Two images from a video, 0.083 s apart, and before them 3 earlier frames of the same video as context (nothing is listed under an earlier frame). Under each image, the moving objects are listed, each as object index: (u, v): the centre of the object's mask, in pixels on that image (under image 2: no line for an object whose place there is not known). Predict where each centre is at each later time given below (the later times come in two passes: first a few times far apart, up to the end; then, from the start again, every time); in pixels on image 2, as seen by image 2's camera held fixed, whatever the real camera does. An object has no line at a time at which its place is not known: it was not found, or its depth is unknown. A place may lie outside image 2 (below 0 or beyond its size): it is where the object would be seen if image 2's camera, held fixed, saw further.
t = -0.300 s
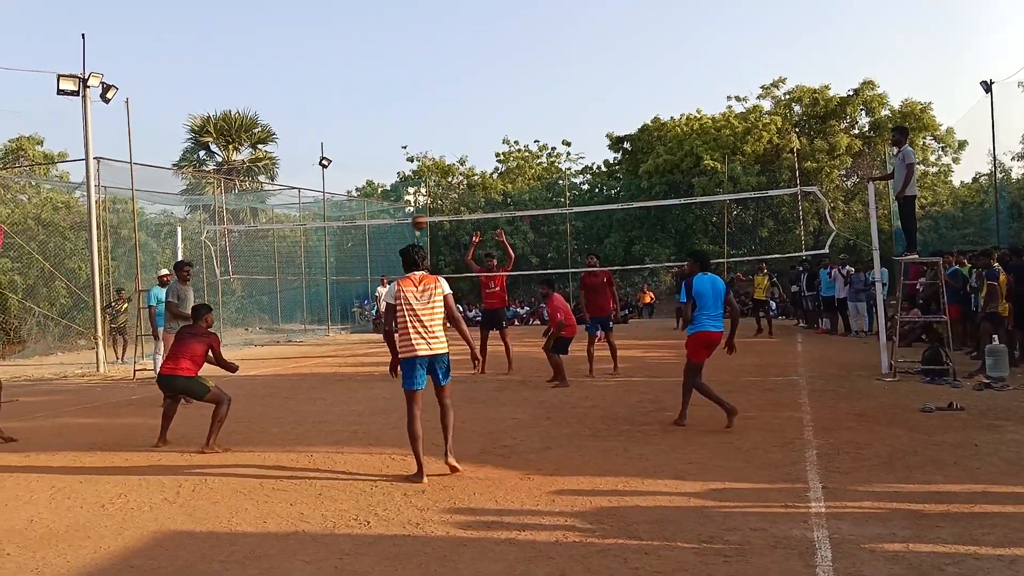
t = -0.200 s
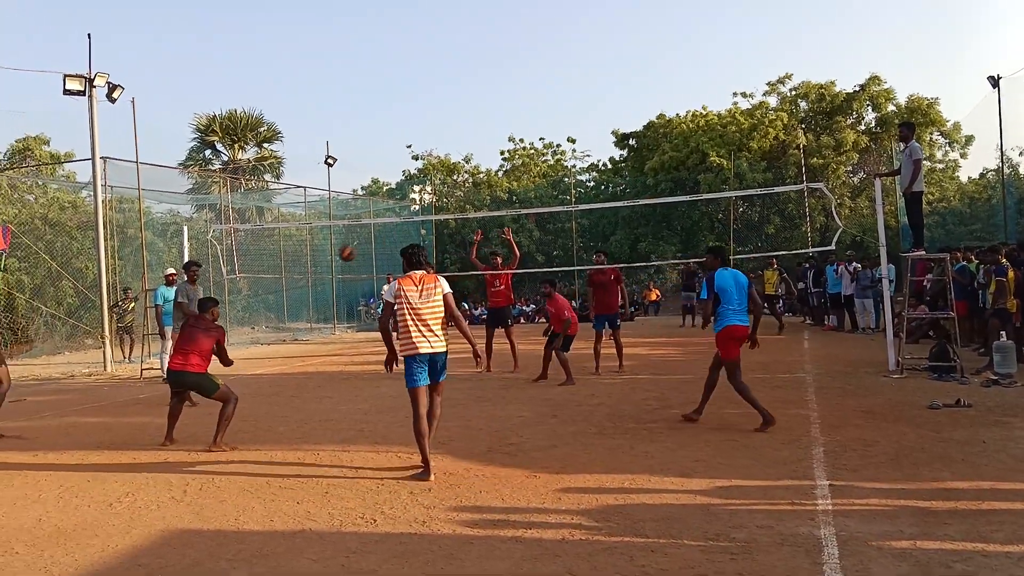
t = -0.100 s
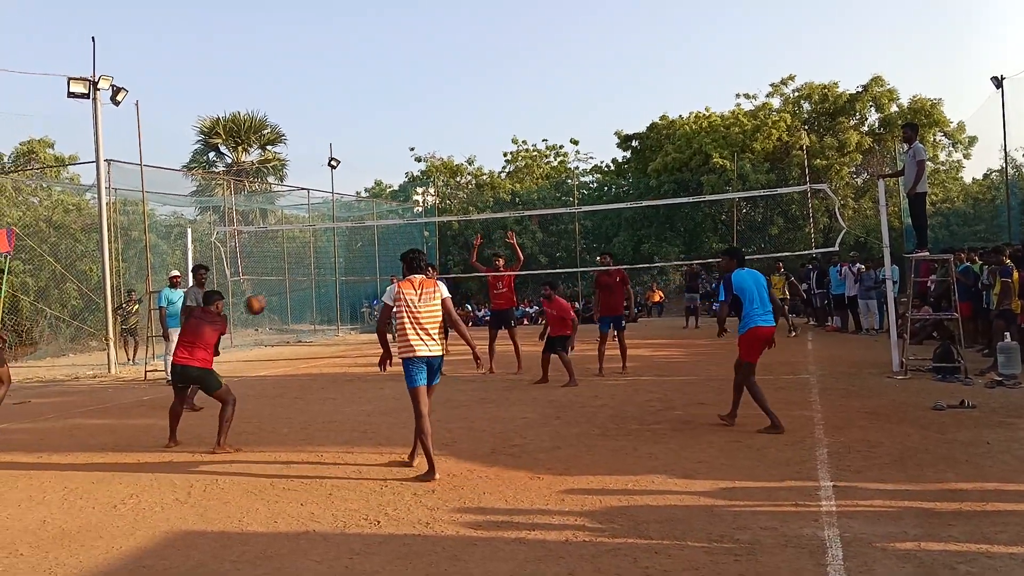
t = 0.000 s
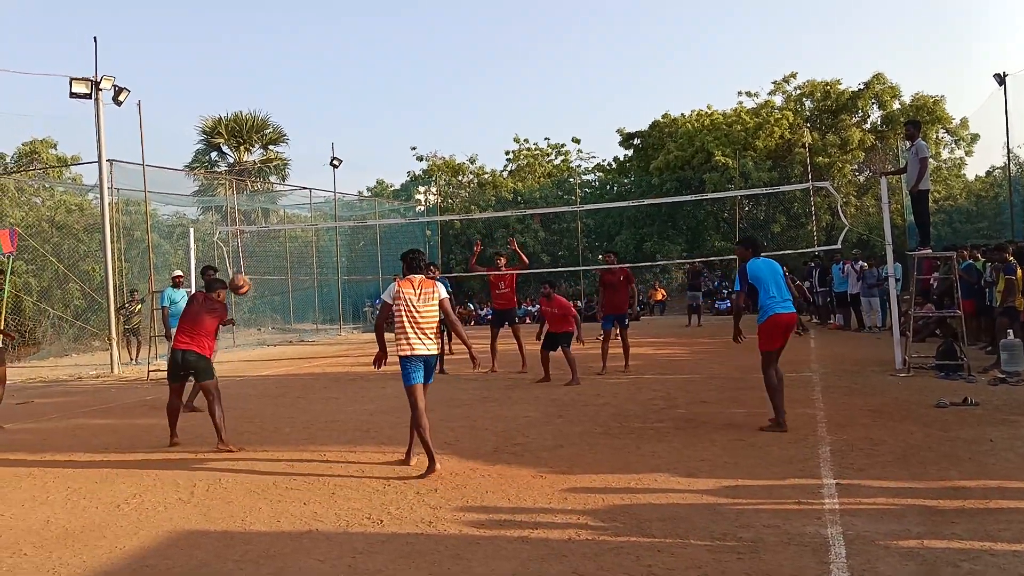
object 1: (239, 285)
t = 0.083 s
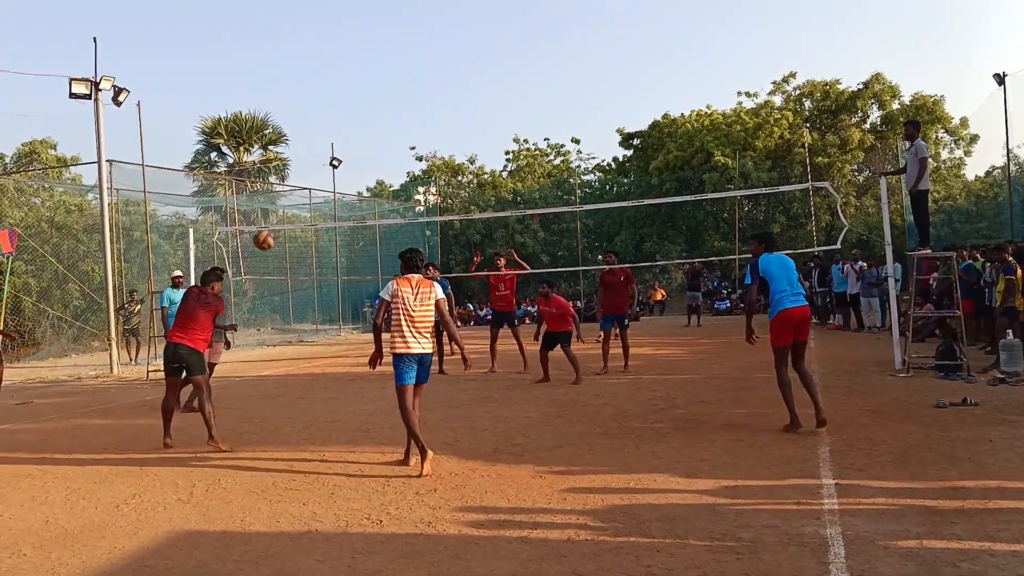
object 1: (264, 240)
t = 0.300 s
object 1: (324, 159)
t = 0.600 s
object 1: (399, 123)
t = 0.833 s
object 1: (454, 146)
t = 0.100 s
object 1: (269, 232)
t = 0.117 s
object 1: (273, 225)
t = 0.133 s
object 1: (278, 217)
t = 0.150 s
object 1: (283, 211)
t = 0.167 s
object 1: (287, 204)
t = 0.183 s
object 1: (292, 197)
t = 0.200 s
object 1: (297, 191)
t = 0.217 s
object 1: (302, 185)
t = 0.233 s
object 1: (306, 179)
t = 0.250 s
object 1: (311, 174)
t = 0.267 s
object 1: (315, 169)
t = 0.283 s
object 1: (319, 164)
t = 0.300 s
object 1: (324, 159)
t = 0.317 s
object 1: (328, 155)
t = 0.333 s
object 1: (333, 151)
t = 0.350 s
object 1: (337, 148)
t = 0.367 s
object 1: (341, 144)
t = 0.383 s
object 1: (345, 141)
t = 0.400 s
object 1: (350, 138)
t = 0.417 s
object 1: (354, 136)
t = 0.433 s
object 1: (358, 134)
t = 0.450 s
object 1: (362, 131)
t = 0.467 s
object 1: (366, 130)
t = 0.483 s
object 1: (371, 128)
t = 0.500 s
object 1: (375, 127)
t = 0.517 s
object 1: (379, 126)
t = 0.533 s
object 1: (383, 125)
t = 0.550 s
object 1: (387, 124)
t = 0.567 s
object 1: (391, 123)
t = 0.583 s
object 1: (395, 123)
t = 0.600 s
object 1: (399, 123)
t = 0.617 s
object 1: (403, 123)
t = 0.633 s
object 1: (407, 124)
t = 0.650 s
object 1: (411, 124)
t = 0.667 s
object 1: (415, 125)
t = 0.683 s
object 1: (419, 127)
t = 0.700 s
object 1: (423, 128)
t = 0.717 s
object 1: (427, 129)
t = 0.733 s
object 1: (431, 131)
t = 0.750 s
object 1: (435, 133)
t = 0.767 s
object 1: (439, 136)
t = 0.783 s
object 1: (442, 138)
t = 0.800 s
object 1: (446, 141)
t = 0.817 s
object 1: (450, 143)
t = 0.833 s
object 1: (454, 146)
